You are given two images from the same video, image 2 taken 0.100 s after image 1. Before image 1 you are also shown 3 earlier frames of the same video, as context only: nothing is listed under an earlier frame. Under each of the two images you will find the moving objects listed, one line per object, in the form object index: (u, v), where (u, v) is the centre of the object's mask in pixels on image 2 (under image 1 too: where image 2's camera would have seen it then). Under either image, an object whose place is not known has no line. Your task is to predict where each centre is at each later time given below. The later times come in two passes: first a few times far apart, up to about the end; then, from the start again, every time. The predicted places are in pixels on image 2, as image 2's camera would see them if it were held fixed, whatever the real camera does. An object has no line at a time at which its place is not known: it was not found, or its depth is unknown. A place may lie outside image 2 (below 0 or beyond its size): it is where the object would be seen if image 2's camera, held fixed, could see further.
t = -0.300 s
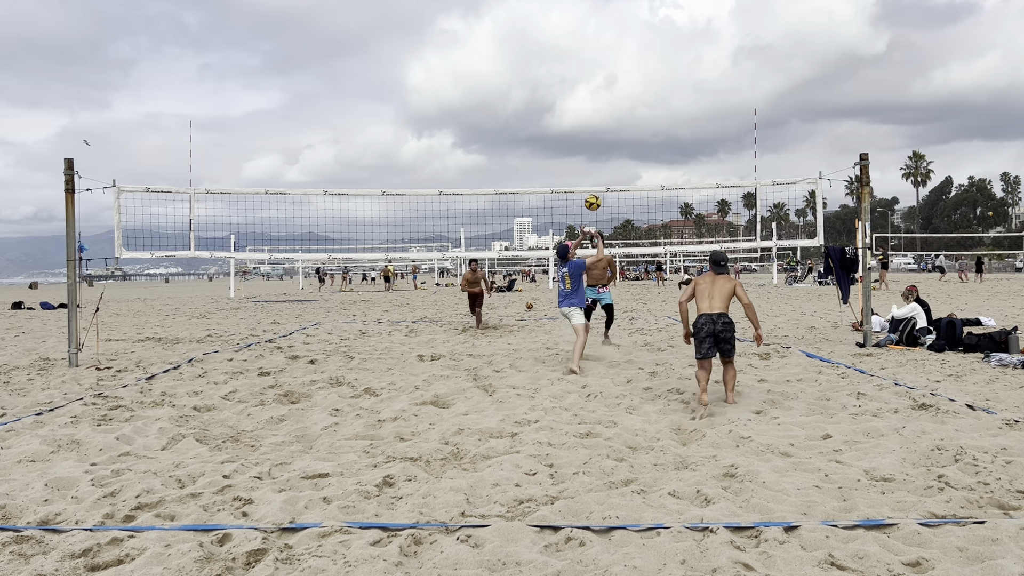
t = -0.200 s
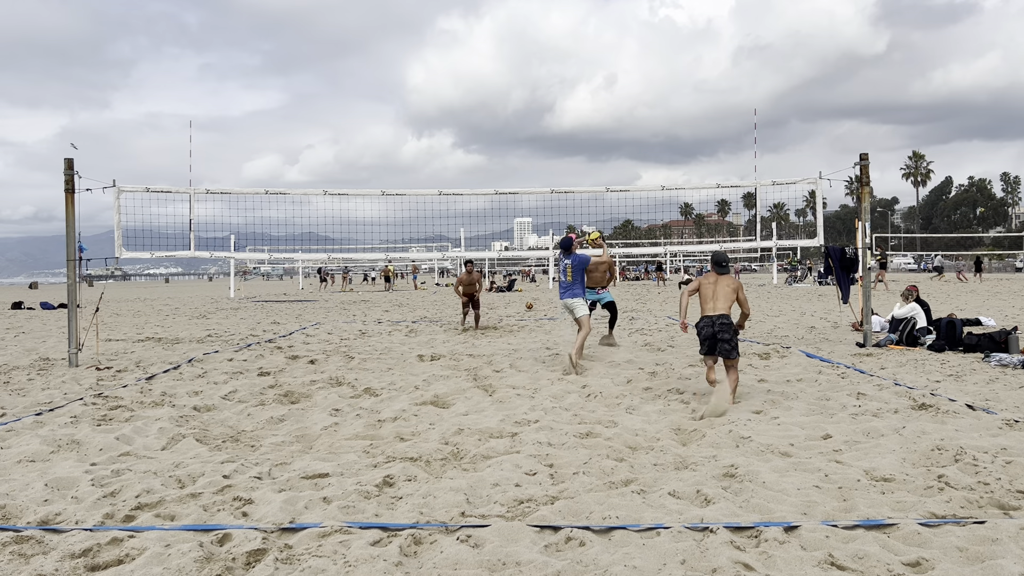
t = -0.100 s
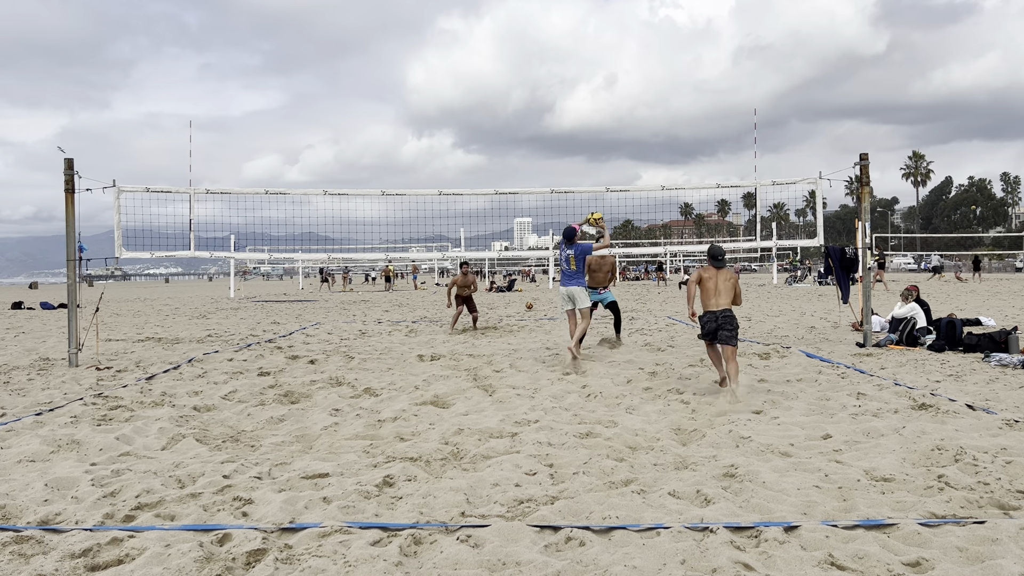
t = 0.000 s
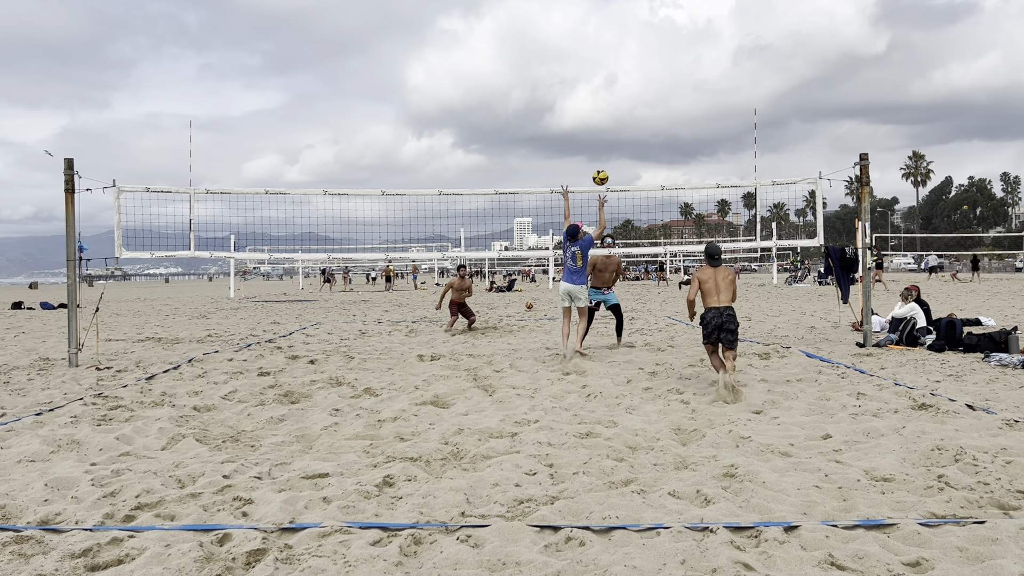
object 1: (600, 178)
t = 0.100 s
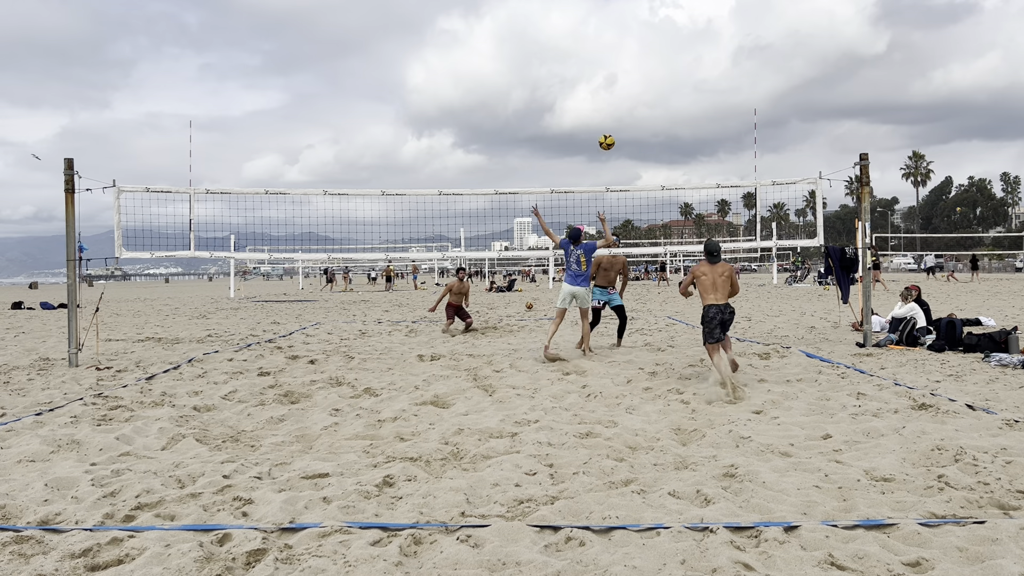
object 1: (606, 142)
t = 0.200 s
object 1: (613, 114)
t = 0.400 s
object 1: (625, 81)
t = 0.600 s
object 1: (639, 78)
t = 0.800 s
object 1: (652, 103)
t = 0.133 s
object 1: (609, 132)
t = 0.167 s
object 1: (611, 122)
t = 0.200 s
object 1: (613, 114)
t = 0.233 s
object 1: (615, 106)
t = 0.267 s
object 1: (617, 100)
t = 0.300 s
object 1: (619, 94)
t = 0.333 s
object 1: (621, 89)
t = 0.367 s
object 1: (623, 85)
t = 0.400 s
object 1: (625, 81)
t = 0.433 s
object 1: (628, 79)
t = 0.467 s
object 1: (630, 77)
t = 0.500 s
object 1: (632, 76)
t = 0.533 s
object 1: (634, 76)
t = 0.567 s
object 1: (636, 77)
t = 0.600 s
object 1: (639, 78)
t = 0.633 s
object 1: (641, 80)
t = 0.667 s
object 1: (643, 83)
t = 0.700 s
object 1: (645, 87)
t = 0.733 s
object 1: (648, 92)
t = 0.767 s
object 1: (650, 97)
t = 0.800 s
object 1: (652, 103)
